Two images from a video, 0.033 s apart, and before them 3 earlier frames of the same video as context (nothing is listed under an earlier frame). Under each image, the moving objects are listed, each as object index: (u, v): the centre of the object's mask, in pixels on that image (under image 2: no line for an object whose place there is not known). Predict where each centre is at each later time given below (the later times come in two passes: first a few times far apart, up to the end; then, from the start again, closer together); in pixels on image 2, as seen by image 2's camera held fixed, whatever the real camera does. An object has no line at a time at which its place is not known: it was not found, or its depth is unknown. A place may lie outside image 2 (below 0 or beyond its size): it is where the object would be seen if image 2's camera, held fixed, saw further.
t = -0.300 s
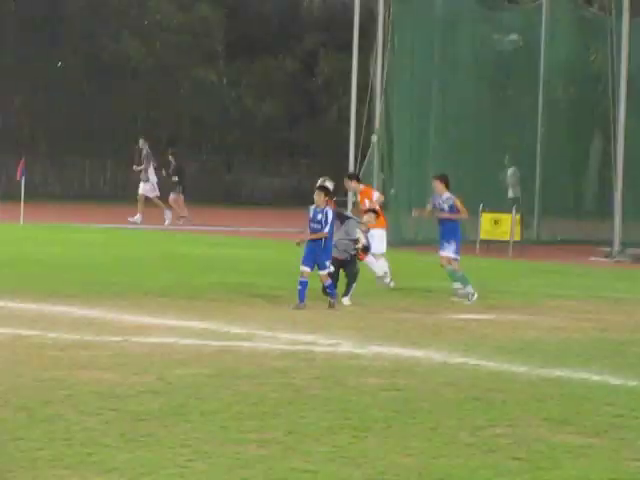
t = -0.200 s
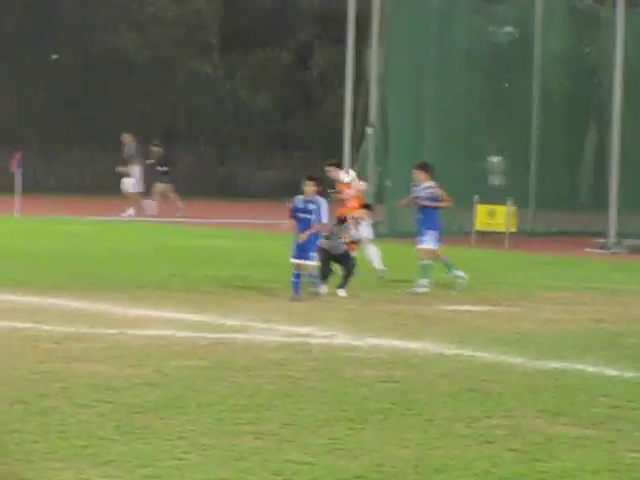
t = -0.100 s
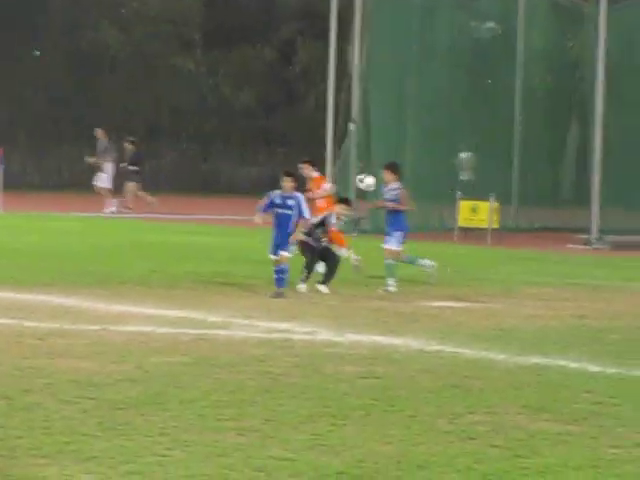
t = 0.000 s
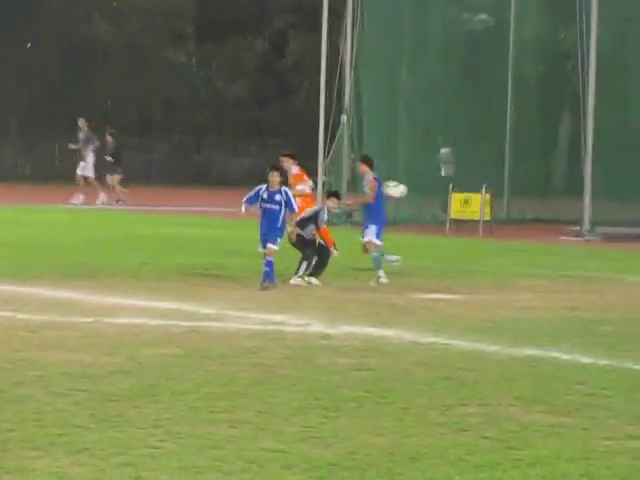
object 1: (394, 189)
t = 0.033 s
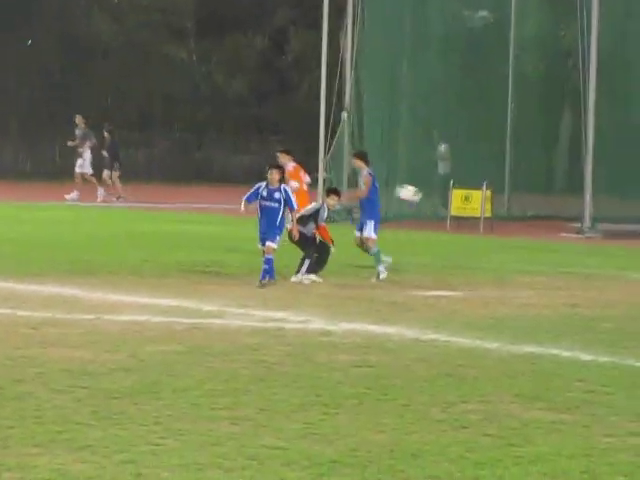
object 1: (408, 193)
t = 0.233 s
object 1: (482, 248)
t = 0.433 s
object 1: (553, 314)
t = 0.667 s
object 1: (608, 267)
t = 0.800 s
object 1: (638, 263)
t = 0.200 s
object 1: (470, 237)
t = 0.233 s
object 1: (482, 248)
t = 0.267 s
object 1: (496, 259)
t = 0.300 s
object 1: (507, 274)
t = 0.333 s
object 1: (519, 286)
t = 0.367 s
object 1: (532, 301)
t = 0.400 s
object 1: (543, 314)
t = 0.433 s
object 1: (553, 314)
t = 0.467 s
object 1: (562, 304)
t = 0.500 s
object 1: (571, 296)
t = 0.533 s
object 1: (578, 287)
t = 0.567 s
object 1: (585, 282)
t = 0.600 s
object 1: (593, 276)
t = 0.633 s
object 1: (600, 271)
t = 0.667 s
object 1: (608, 267)
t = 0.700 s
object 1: (615, 265)
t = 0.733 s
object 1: (623, 263)
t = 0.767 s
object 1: (630, 263)
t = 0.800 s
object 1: (638, 263)
